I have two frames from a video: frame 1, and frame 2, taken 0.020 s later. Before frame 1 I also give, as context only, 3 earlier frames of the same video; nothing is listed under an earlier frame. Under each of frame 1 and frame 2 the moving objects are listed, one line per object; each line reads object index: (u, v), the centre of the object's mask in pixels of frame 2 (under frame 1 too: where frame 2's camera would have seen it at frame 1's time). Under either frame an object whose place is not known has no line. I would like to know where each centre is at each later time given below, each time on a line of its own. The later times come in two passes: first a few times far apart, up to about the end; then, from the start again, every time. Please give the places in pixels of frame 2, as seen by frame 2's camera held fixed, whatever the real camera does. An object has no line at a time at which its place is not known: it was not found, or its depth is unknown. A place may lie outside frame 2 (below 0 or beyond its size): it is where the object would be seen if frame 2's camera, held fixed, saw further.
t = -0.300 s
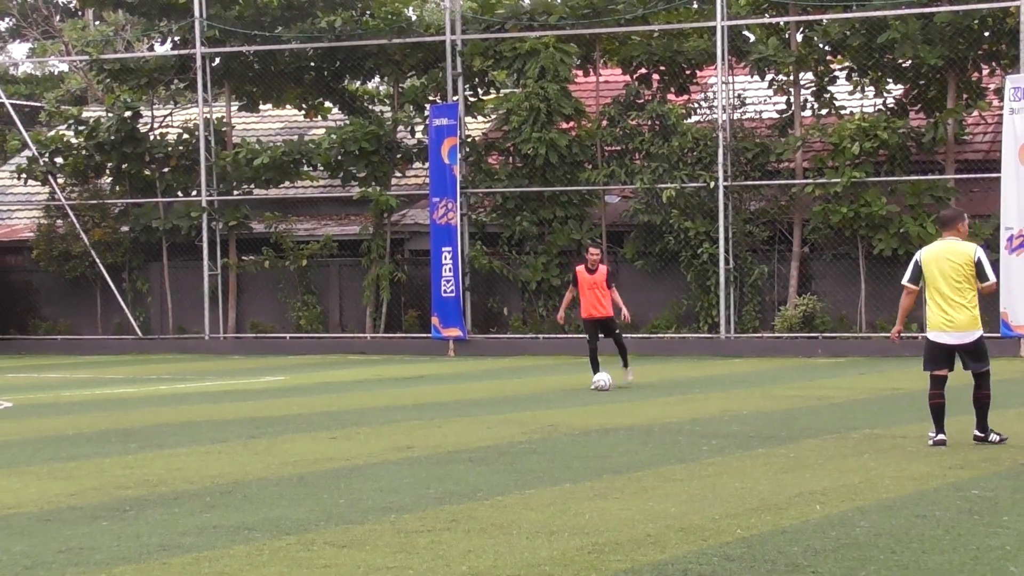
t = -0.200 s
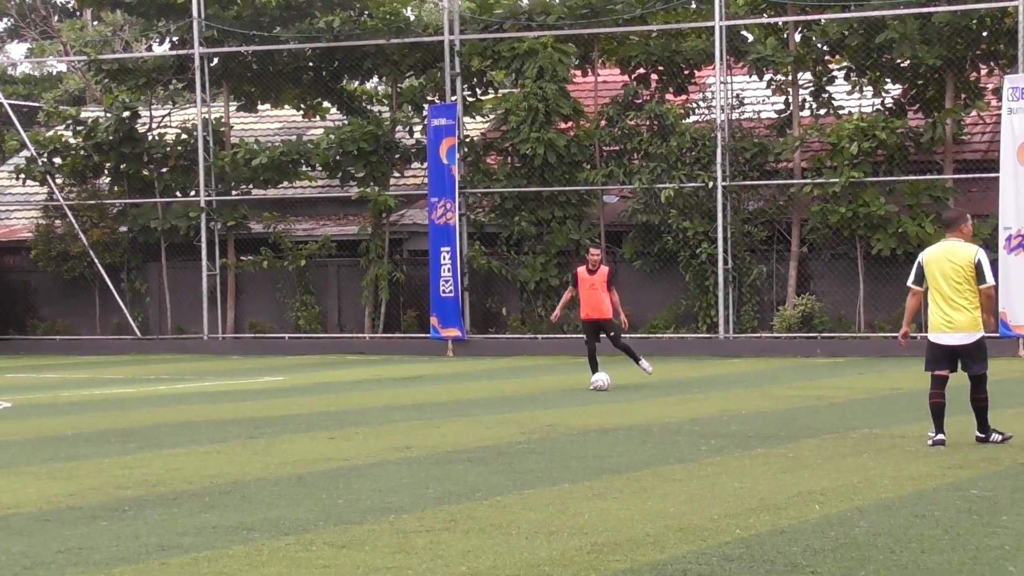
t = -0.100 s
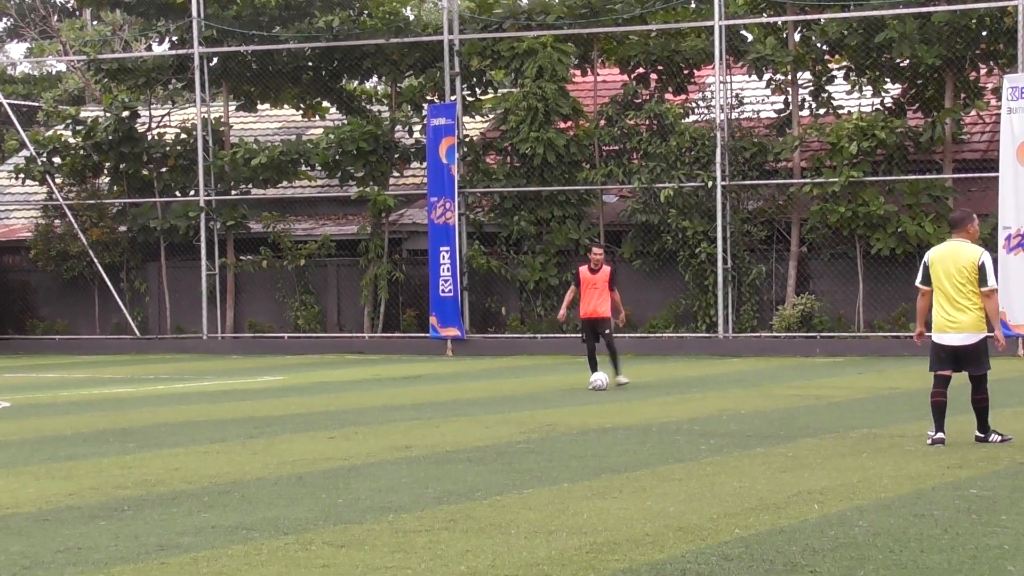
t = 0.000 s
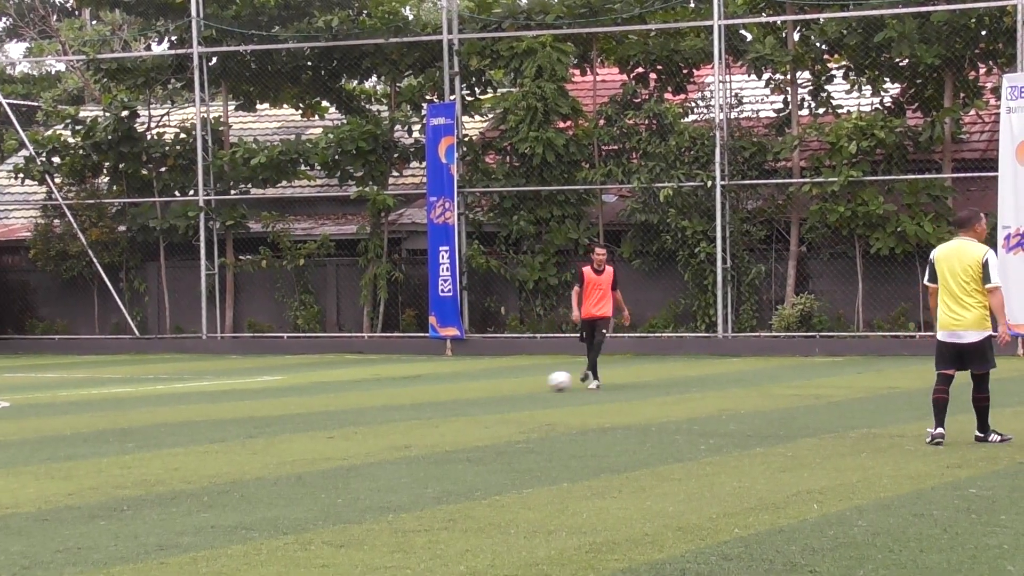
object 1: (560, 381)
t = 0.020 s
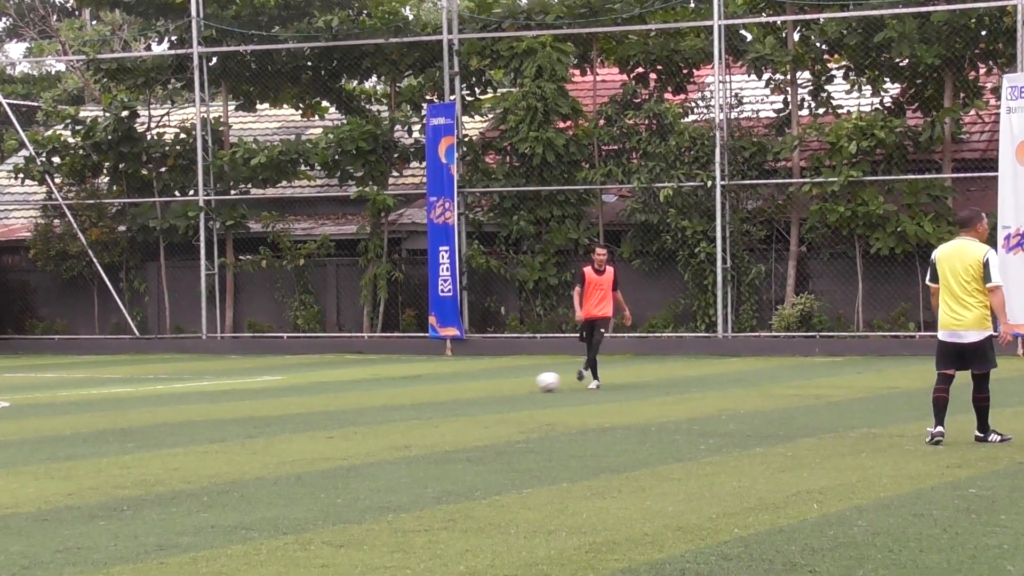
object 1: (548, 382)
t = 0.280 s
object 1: (414, 389)
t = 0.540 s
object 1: (307, 392)
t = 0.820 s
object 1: (196, 396)
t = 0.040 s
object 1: (536, 383)
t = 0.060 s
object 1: (525, 384)
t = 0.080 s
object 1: (515, 384)
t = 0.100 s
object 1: (504, 384)
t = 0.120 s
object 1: (493, 384)
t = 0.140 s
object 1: (483, 384)
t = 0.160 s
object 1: (473, 385)
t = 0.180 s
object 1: (463, 386)
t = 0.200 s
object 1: (453, 387)
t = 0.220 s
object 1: (443, 387)
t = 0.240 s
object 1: (433, 387)
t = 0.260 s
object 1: (424, 388)
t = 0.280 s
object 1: (414, 389)
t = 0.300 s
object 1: (406, 388)
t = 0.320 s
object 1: (397, 388)
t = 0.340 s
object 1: (388, 388)
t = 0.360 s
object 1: (380, 389)
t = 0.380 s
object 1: (371, 390)
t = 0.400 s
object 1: (362, 391)
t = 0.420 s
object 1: (354, 391)
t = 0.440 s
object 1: (347, 391)
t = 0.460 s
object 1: (339, 391)
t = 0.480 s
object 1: (331, 391)
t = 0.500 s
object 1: (323, 392)
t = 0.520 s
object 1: (315, 392)
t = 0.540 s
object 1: (307, 392)
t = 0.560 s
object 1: (299, 392)
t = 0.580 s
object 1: (291, 392)
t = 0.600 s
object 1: (283, 393)
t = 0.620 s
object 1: (275, 393)
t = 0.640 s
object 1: (267, 393)
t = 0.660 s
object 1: (259, 393)
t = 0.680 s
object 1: (252, 394)
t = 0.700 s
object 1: (244, 394)
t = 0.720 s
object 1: (236, 395)
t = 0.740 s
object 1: (228, 395)
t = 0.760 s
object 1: (220, 395)
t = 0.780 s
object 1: (212, 395)
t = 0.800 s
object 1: (204, 395)
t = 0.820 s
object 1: (196, 396)
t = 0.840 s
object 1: (188, 396)
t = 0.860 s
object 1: (181, 396)
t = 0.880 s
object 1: (173, 396)
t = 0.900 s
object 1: (164, 396)
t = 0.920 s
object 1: (156, 397)
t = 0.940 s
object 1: (148, 398)
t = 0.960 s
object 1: (140, 398)
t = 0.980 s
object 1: (133, 398)
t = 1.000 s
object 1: (125, 399)
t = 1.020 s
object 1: (117, 399)
